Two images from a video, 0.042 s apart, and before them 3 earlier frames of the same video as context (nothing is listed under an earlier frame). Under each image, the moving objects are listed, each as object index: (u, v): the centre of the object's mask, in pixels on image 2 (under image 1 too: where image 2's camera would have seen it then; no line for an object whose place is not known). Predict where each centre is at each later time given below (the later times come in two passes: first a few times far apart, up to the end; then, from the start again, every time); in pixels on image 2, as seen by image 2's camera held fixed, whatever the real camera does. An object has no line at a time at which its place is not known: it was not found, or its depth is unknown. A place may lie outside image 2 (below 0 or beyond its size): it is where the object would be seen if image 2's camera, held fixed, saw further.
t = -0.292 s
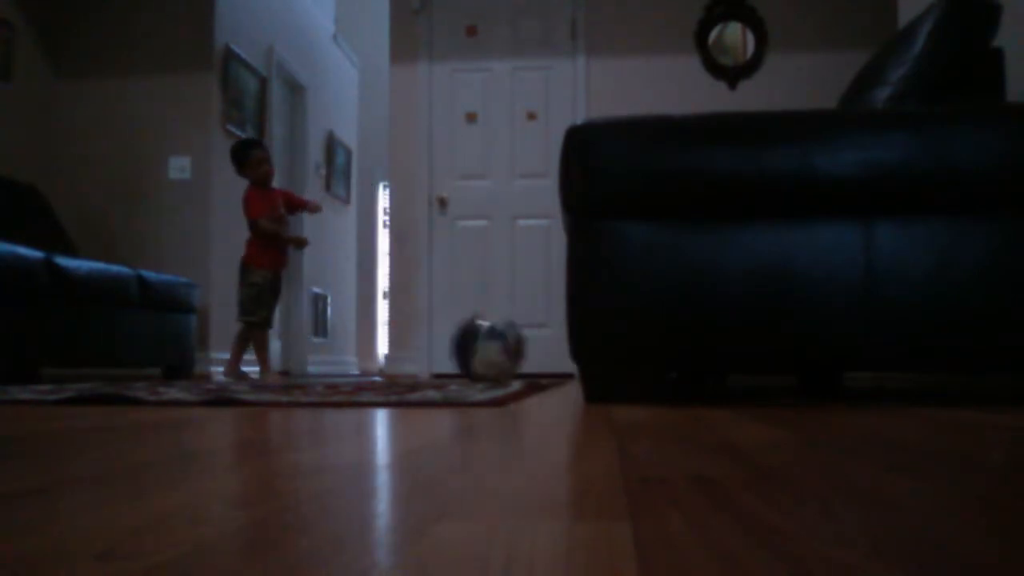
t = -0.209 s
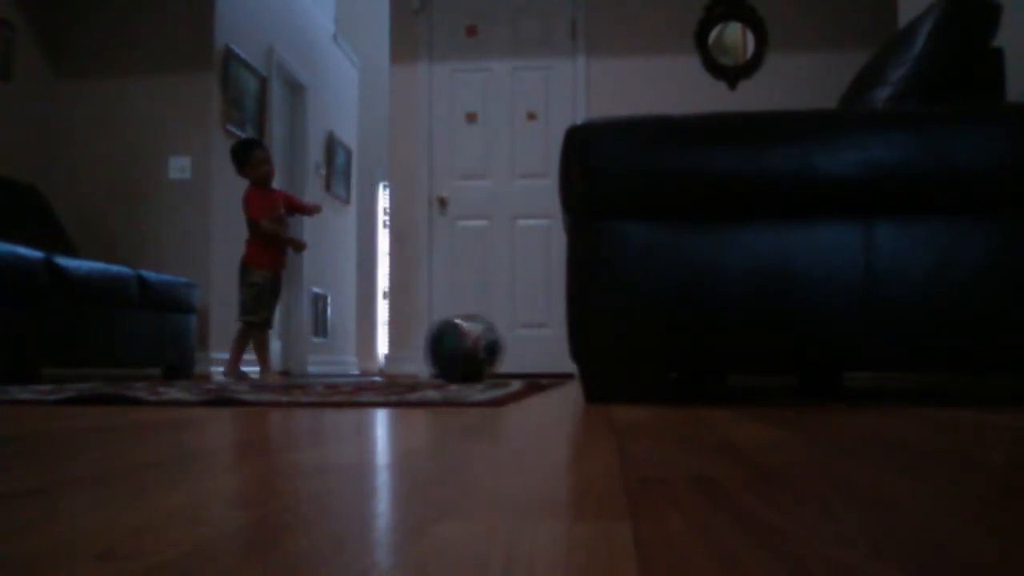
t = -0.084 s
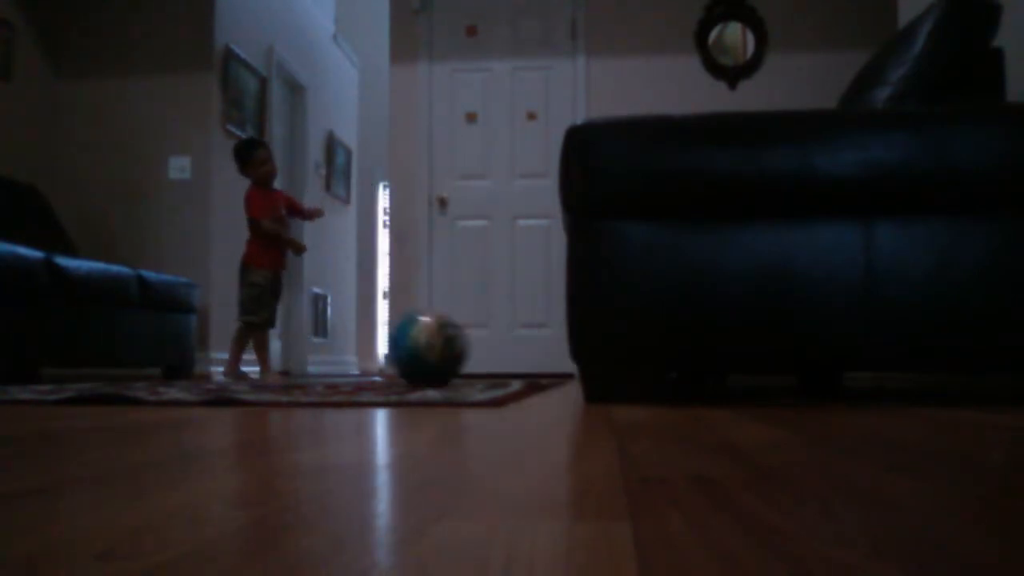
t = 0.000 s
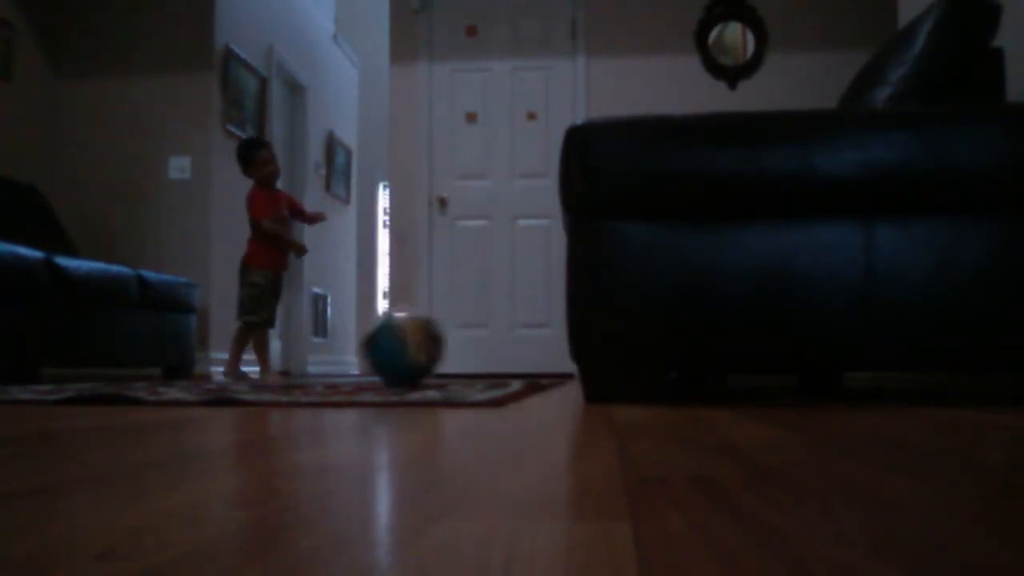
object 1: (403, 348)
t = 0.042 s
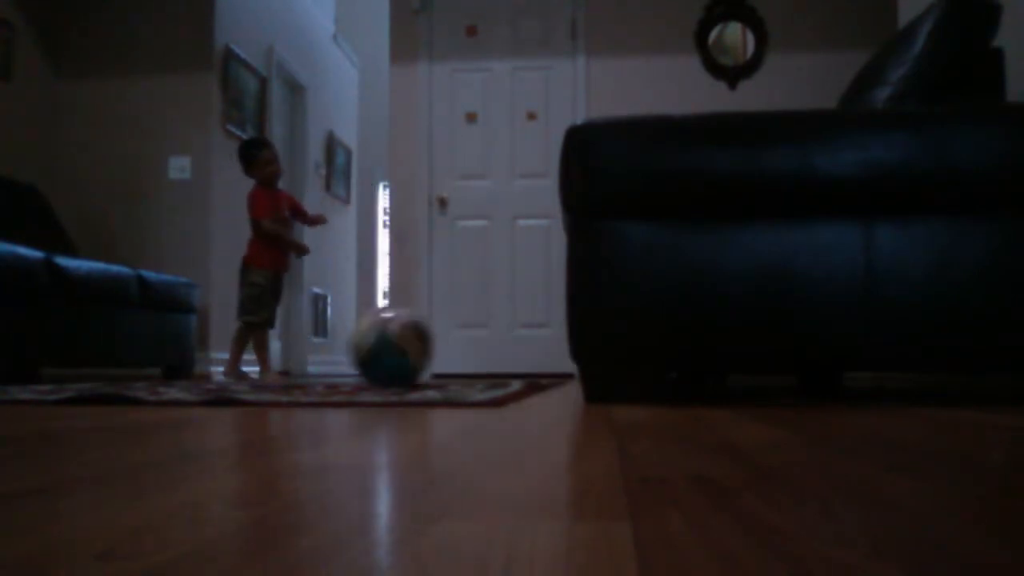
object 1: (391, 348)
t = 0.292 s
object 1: (304, 346)
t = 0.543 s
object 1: (211, 343)
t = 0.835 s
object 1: (98, 340)
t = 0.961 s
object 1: (44, 337)
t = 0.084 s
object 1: (377, 347)
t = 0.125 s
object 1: (363, 346)
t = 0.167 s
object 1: (350, 347)
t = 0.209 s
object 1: (335, 347)
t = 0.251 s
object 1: (322, 346)
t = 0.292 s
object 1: (304, 346)
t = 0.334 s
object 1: (291, 343)
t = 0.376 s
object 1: (276, 344)
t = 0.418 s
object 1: (263, 344)
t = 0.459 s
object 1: (244, 344)
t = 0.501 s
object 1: (228, 345)
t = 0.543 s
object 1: (211, 343)
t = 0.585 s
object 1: (195, 344)
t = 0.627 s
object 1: (179, 343)
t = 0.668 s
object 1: (163, 343)
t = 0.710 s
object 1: (148, 341)
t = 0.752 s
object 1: (132, 343)
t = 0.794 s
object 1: (115, 344)
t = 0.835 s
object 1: (98, 340)
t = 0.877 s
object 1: (79, 339)
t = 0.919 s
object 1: (63, 339)
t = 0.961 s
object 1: (44, 337)
